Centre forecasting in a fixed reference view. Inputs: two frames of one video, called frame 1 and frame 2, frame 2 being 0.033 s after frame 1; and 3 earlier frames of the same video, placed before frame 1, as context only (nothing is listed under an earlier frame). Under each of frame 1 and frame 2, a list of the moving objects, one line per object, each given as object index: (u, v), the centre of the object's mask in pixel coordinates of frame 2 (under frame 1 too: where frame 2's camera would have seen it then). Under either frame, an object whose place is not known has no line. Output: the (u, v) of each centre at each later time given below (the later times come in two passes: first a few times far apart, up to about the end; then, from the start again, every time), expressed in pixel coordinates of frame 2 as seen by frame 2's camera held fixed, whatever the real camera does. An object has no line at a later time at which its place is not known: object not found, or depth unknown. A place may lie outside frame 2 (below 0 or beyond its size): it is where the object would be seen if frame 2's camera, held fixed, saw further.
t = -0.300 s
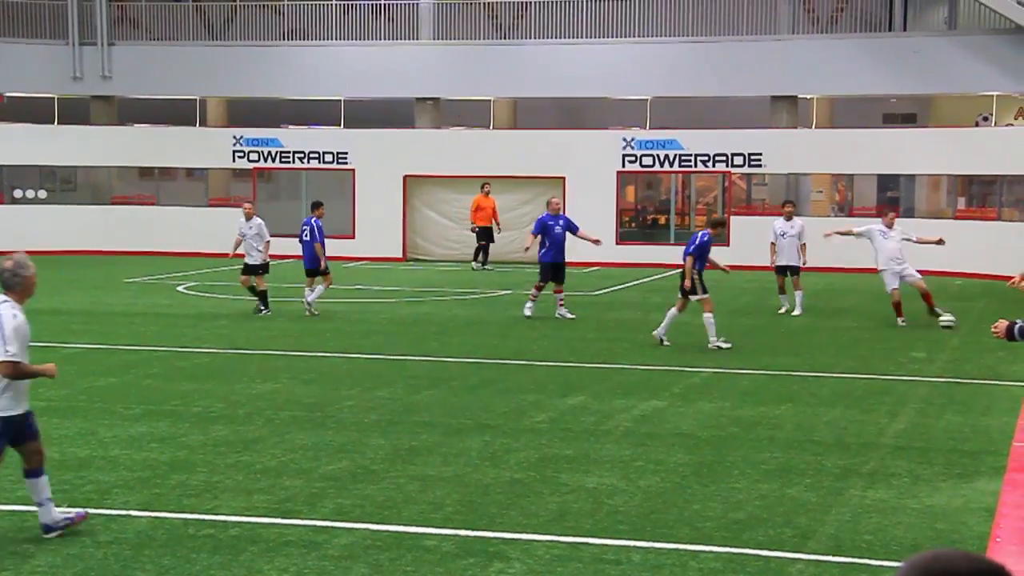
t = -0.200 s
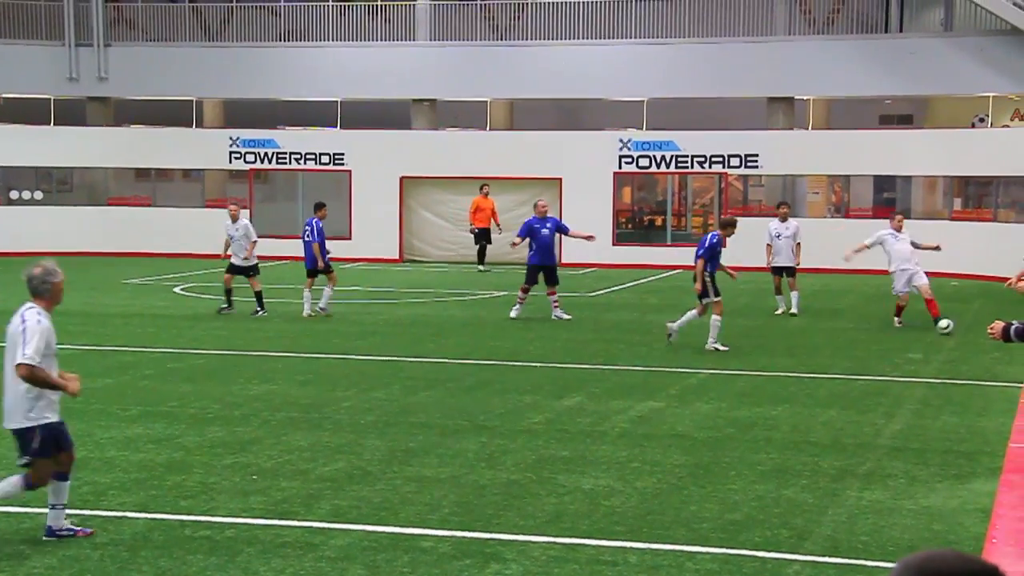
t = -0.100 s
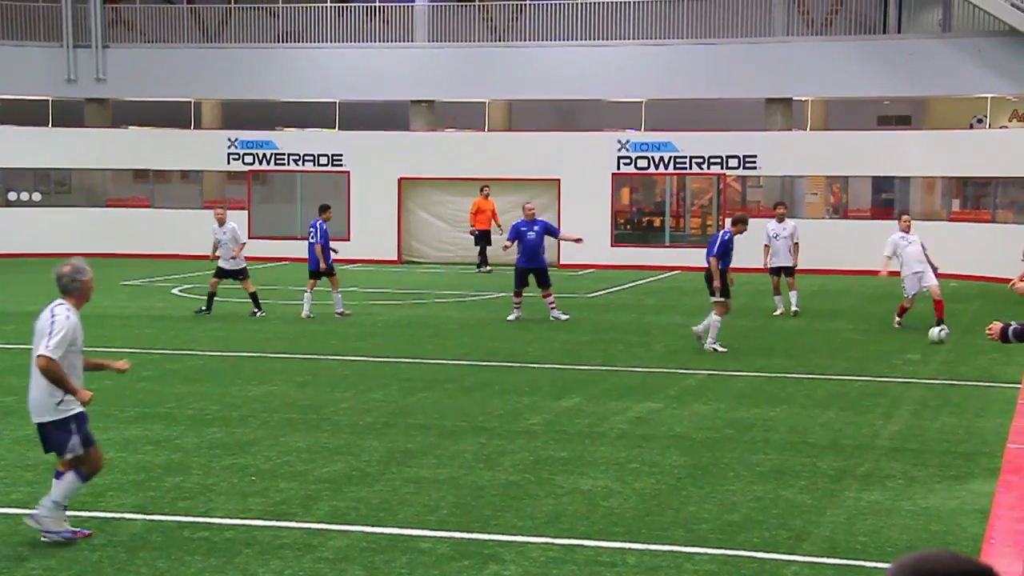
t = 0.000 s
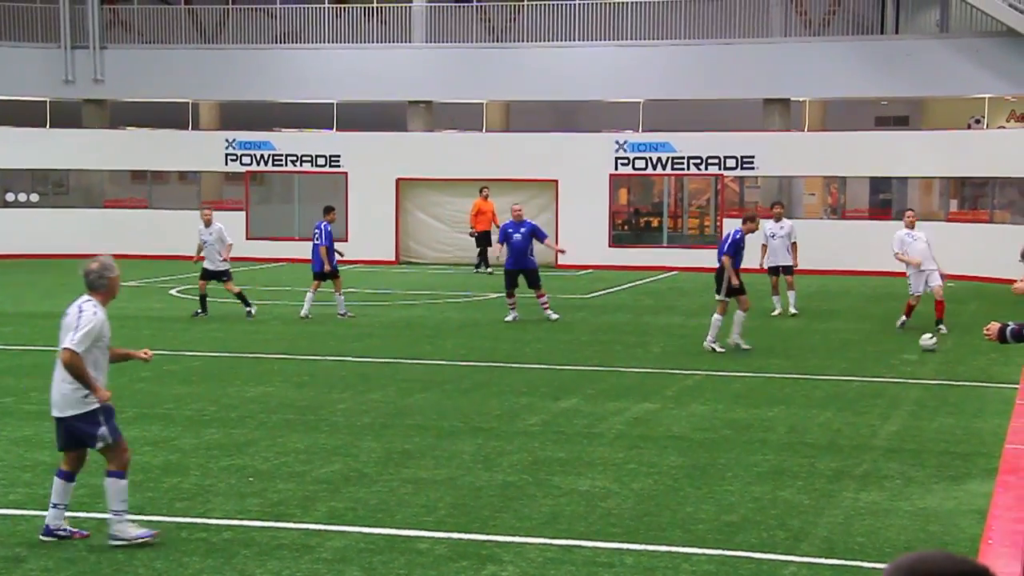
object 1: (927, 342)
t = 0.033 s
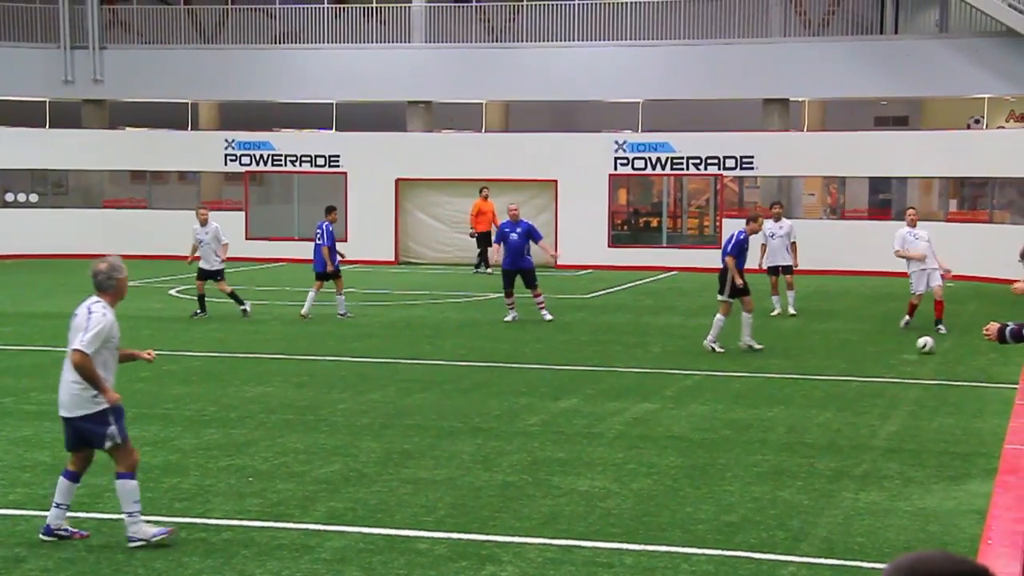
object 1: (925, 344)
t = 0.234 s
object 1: (910, 359)
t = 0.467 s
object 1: (892, 376)
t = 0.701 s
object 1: (873, 392)
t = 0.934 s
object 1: (851, 411)
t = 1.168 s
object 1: (827, 432)
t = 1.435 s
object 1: (794, 461)
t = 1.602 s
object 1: (770, 481)
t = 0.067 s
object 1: (922, 347)
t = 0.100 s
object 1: (920, 349)
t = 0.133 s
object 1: (917, 352)
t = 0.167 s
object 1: (915, 354)
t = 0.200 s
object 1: (913, 357)
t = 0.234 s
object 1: (910, 359)
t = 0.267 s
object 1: (907, 361)
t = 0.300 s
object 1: (905, 363)
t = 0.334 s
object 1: (902, 367)
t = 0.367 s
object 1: (900, 369)
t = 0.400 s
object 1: (897, 370)
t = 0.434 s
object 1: (893, 374)
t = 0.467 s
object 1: (892, 376)
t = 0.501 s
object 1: (889, 378)
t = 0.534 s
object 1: (887, 380)
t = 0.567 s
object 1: (884, 383)
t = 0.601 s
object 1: (881, 386)
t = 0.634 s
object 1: (878, 387)
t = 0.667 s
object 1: (876, 389)
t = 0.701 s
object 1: (873, 392)
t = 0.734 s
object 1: (870, 396)
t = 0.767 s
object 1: (867, 398)
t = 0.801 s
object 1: (864, 401)
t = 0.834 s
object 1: (861, 404)
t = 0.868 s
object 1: (858, 407)
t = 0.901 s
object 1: (855, 409)
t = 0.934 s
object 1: (851, 411)
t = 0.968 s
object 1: (848, 414)
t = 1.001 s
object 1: (845, 418)
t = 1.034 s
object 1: (841, 420)
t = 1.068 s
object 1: (838, 422)
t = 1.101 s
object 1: (834, 425)
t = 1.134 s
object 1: (830, 430)
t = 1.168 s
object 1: (827, 432)
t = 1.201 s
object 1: (823, 434)
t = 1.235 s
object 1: (819, 438)
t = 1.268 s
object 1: (815, 443)
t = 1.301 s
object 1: (811, 447)
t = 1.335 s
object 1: (807, 450)
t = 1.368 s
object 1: (802, 453)
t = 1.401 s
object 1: (798, 456)
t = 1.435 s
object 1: (794, 461)
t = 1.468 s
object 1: (790, 465)
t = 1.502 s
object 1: (784, 468)
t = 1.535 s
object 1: (780, 472)
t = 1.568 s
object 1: (775, 477)
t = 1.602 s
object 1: (770, 481)
